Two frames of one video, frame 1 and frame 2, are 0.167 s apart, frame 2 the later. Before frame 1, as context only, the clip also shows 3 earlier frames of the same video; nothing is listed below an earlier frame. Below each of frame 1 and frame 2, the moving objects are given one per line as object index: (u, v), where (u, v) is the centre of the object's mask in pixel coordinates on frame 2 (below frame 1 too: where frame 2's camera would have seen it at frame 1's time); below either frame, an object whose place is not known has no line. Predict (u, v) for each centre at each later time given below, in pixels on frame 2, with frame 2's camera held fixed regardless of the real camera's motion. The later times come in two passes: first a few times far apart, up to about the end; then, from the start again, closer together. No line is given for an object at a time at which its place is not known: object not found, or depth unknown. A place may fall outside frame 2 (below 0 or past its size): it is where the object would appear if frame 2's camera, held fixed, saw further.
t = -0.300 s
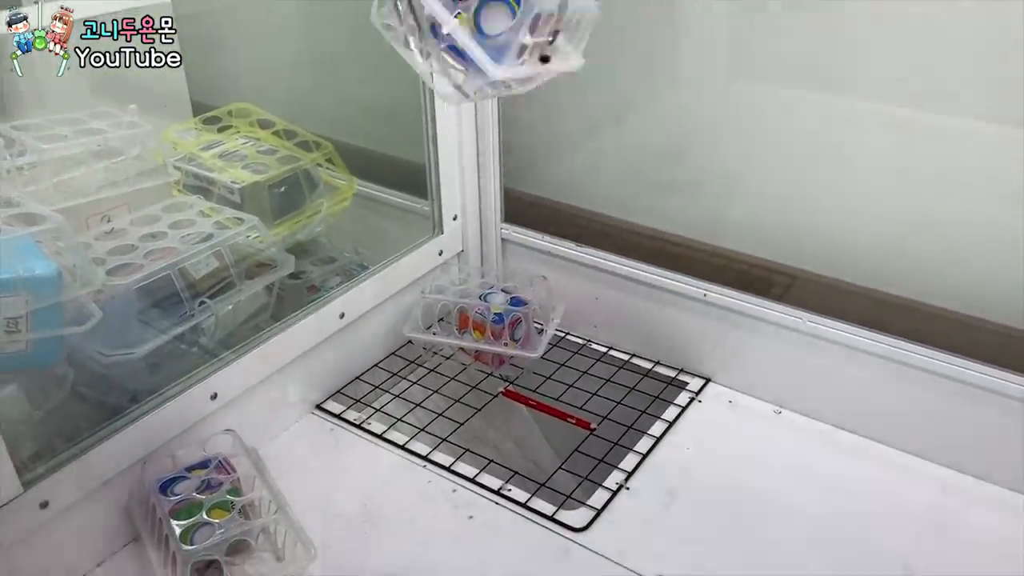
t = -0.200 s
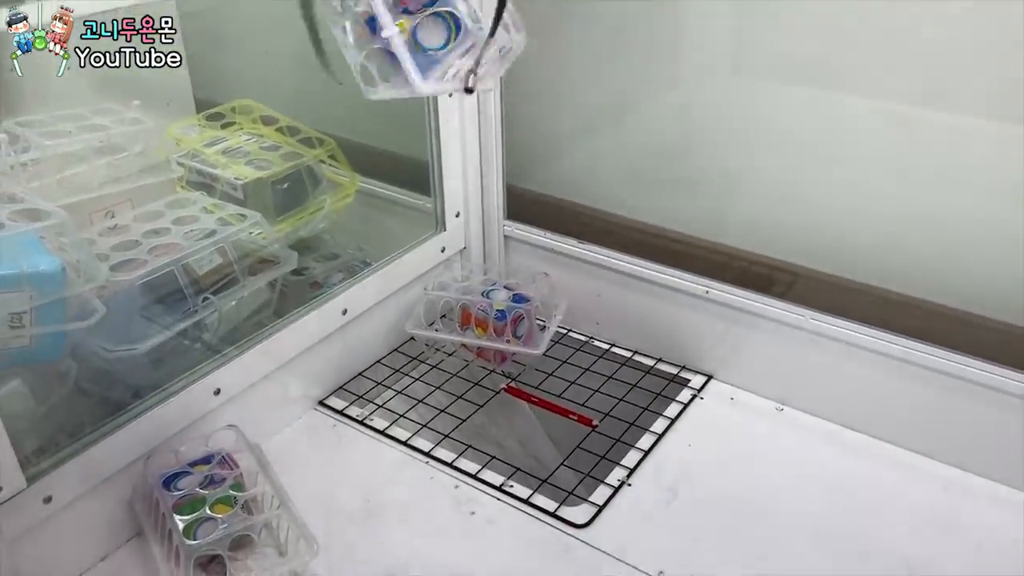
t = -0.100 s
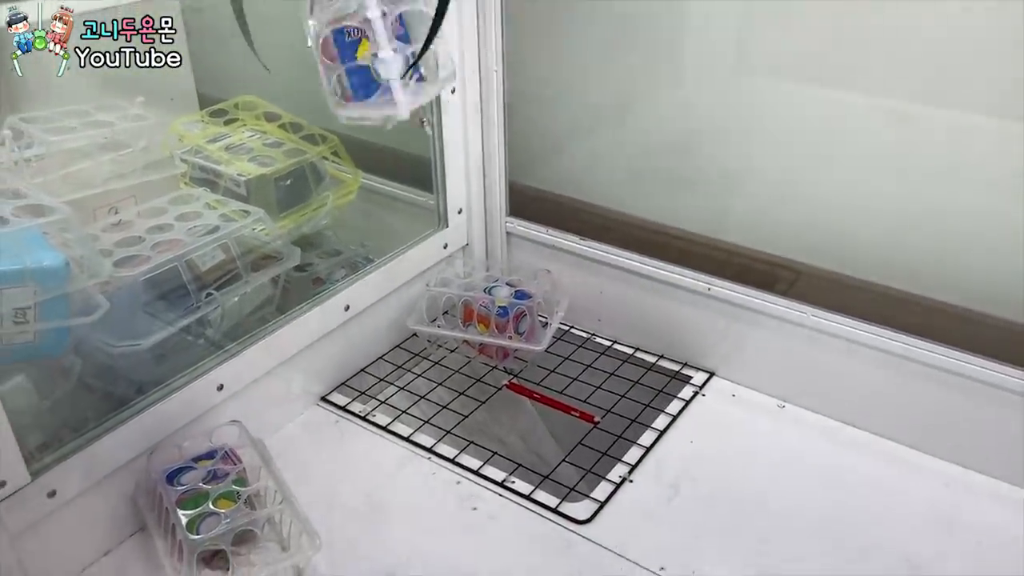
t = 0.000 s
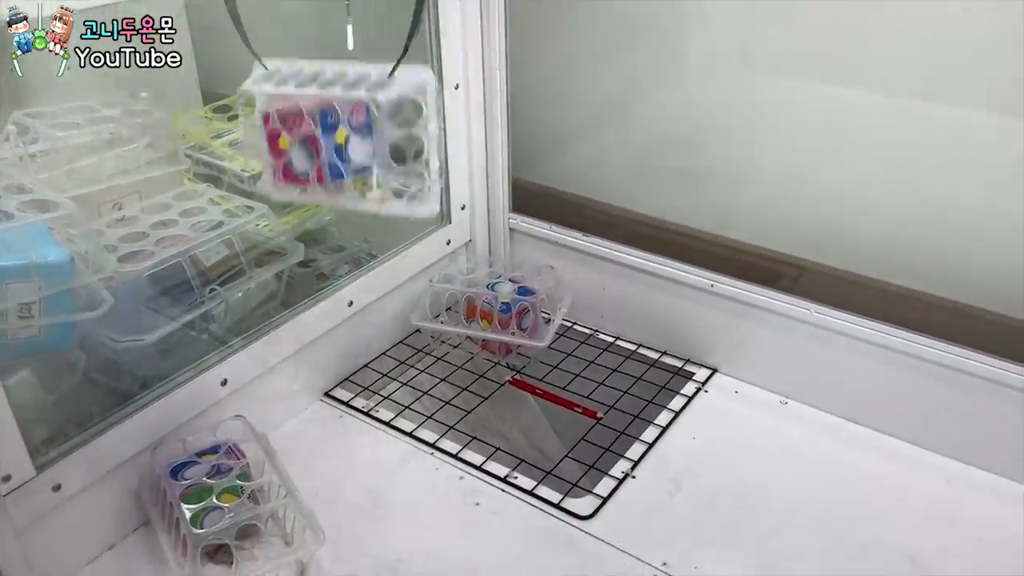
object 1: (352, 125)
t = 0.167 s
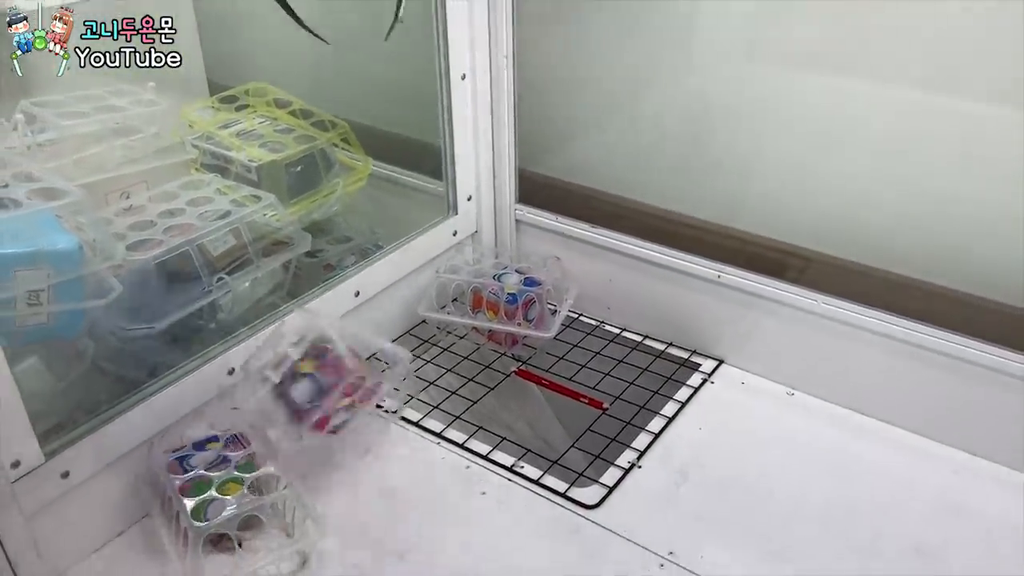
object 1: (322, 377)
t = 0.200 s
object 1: (335, 381)
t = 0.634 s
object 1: (381, 422)
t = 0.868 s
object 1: (378, 433)
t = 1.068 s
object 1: (378, 433)
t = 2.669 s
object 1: (377, 434)
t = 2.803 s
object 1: (377, 434)
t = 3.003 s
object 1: (377, 434)
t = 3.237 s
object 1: (377, 434)
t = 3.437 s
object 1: (377, 434)
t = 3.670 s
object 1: (377, 434)
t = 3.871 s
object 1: (377, 434)
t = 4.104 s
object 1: (377, 434)
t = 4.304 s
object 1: (377, 433)
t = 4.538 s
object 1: (377, 433)
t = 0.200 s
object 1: (335, 381)
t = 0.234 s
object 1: (352, 397)
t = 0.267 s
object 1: (358, 405)
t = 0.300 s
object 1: (364, 397)
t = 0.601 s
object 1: (380, 420)
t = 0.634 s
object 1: (381, 422)
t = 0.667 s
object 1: (381, 426)
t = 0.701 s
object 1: (380, 429)
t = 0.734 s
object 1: (378, 431)
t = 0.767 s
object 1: (378, 432)
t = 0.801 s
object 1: (377, 433)
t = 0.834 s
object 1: (378, 433)
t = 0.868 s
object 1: (378, 433)
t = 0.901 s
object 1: (378, 433)
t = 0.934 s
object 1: (378, 433)
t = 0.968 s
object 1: (378, 432)
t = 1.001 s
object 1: (378, 432)
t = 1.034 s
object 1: (378, 432)
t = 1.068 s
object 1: (378, 433)
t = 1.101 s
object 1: (378, 433)
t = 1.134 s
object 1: (378, 433)
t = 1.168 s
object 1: (378, 433)
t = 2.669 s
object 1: (377, 434)
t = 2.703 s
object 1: (377, 434)
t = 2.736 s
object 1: (377, 434)
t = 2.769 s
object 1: (377, 434)
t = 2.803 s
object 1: (377, 434)
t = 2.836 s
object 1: (377, 434)
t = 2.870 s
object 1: (377, 434)
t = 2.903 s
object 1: (377, 434)
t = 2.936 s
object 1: (377, 434)
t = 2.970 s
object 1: (377, 434)
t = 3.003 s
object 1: (377, 434)
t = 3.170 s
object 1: (377, 434)
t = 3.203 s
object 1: (377, 434)
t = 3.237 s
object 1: (377, 434)
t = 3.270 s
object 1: (377, 434)
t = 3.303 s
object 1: (377, 434)
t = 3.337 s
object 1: (377, 434)
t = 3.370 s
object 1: (377, 434)
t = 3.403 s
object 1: (377, 434)
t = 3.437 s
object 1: (377, 434)
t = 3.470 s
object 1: (377, 434)
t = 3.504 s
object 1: (377, 434)
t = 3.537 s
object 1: (377, 434)
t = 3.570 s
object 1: (377, 434)
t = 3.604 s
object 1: (377, 434)
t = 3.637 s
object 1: (377, 434)
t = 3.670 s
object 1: (377, 434)
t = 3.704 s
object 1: (377, 434)
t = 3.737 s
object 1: (377, 434)
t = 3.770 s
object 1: (377, 434)
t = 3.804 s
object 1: (377, 434)
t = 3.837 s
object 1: (377, 434)
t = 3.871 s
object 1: (377, 434)
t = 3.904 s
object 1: (377, 434)
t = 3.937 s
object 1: (377, 434)
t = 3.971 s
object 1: (377, 434)
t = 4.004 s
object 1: (377, 434)
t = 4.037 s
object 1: (377, 434)
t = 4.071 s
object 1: (377, 434)
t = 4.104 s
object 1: (377, 434)
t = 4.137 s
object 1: (377, 434)
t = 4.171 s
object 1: (377, 434)
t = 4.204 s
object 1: (377, 434)
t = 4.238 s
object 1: (377, 434)
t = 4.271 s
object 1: (377, 433)
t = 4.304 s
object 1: (377, 433)
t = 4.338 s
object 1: (377, 433)
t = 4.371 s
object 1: (377, 434)
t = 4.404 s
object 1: (377, 434)
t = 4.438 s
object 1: (377, 434)
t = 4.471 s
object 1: (377, 433)
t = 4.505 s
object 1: (377, 433)
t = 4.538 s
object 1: (377, 433)
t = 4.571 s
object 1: (377, 433)
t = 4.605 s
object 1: (377, 433)
